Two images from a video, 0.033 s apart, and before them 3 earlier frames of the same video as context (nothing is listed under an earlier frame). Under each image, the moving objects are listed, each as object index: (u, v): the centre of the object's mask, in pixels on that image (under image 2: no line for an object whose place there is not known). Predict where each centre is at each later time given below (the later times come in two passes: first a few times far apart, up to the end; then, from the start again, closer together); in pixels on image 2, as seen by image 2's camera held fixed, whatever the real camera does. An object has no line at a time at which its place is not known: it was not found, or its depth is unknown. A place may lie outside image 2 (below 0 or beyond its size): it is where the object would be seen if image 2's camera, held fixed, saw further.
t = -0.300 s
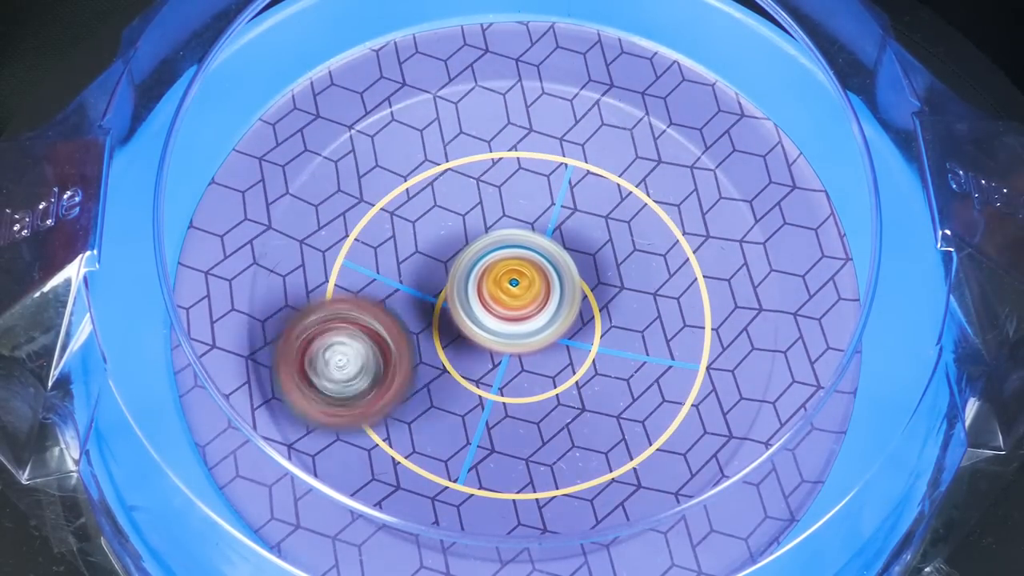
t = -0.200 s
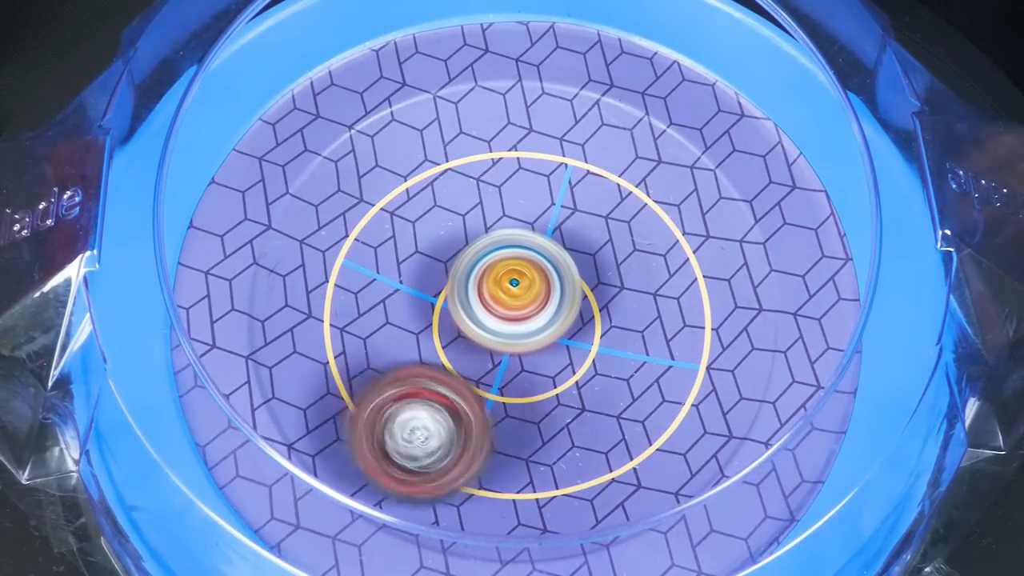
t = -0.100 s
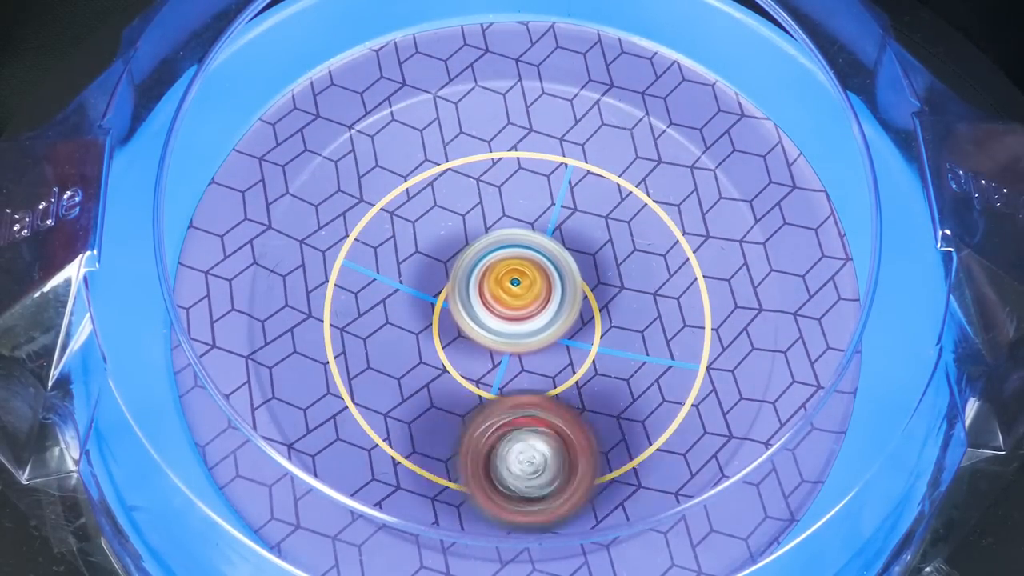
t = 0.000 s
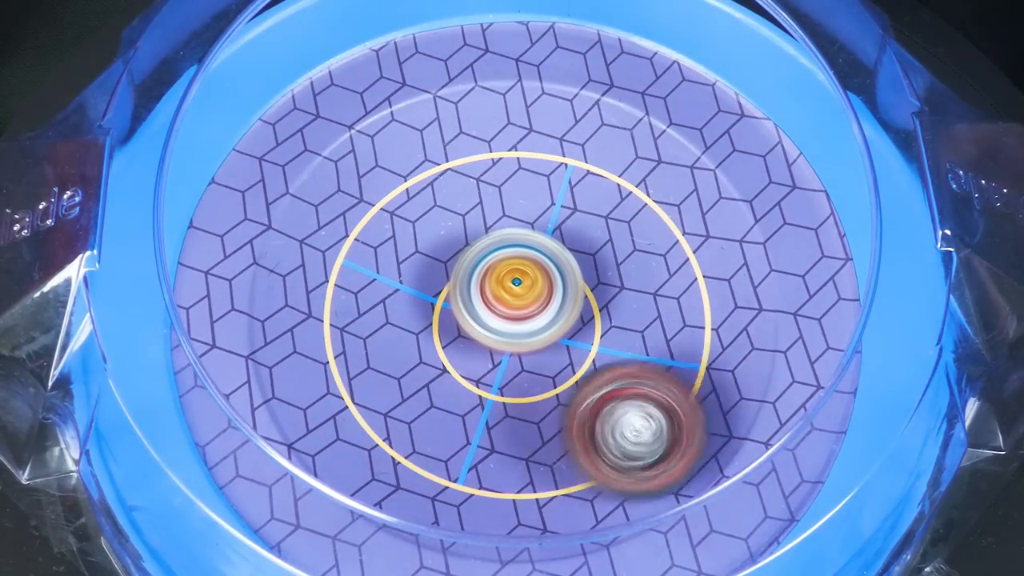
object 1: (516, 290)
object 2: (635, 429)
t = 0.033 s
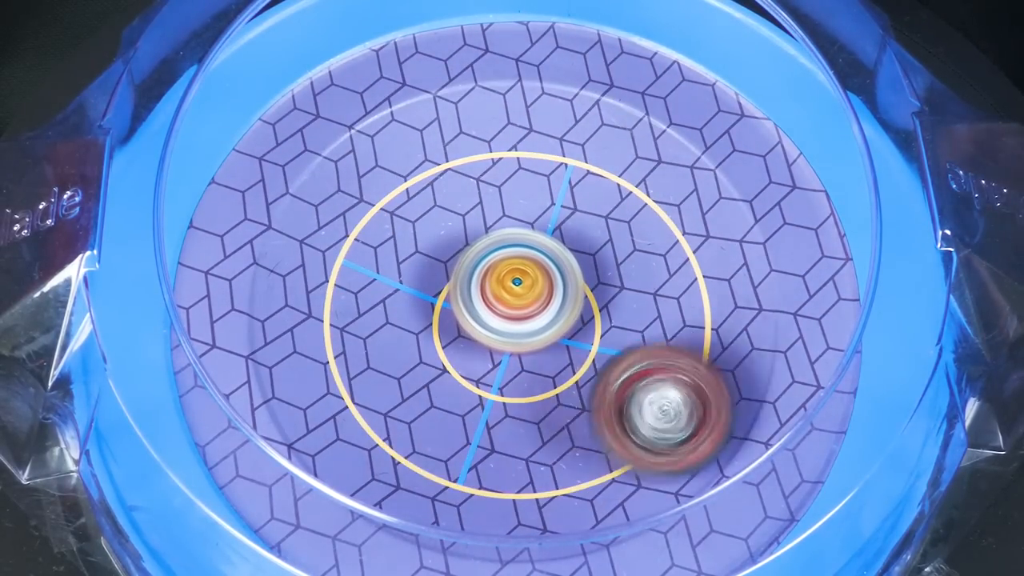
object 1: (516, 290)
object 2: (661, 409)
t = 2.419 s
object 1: (519, 289)
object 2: (551, 410)
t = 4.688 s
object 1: (547, 321)
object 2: (454, 191)
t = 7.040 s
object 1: (539, 221)
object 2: (432, 337)
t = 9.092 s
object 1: (283, 214)
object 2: (563, 382)
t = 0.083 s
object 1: (517, 290)
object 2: (695, 371)
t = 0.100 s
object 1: (517, 290)
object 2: (701, 357)
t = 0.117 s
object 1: (517, 289)
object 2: (708, 343)
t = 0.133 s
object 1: (517, 289)
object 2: (712, 329)
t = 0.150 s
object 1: (517, 289)
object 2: (716, 314)
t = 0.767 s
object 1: (518, 290)
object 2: (388, 210)
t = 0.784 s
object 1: (518, 290)
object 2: (384, 220)
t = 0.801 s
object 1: (518, 290)
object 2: (379, 233)
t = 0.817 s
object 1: (518, 290)
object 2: (376, 245)
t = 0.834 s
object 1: (518, 291)
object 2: (374, 258)
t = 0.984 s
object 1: (520, 290)
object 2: (403, 365)
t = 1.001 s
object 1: (521, 290)
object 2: (411, 376)
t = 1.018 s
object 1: (521, 290)
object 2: (420, 387)
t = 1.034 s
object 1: (523, 289)
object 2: (431, 395)
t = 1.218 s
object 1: (523, 290)
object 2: (576, 419)
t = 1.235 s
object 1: (522, 289)
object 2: (590, 414)
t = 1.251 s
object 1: (522, 289)
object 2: (600, 407)
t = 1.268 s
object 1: (521, 290)
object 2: (613, 401)
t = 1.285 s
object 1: (520, 290)
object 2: (623, 393)
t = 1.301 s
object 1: (520, 291)
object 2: (633, 385)
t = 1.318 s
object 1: (519, 291)
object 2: (640, 377)
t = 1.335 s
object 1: (519, 291)
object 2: (649, 367)
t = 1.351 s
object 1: (519, 291)
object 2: (655, 357)
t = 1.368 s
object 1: (519, 291)
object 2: (659, 346)
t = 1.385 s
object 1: (519, 291)
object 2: (664, 335)
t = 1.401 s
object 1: (519, 291)
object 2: (668, 324)
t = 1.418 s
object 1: (519, 291)
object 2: (669, 312)
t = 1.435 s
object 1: (520, 291)
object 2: (671, 302)
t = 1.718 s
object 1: (519, 291)
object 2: (553, 158)
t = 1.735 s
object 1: (519, 291)
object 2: (540, 155)
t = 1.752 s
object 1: (519, 291)
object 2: (528, 152)
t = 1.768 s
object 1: (519, 291)
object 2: (515, 154)
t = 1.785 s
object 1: (519, 290)
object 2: (504, 153)
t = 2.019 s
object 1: (519, 290)
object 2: (378, 245)
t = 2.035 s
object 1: (519, 291)
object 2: (375, 255)
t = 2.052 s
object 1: (519, 291)
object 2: (371, 267)
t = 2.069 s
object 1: (519, 291)
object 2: (371, 277)
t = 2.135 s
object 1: (519, 290)
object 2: (376, 322)
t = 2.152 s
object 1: (519, 291)
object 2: (380, 333)
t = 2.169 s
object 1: (520, 291)
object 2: (384, 344)
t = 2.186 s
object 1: (520, 291)
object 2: (391, 354)
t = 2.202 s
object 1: (520, 290)
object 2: (398, 362)
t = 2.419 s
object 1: (519, 289)
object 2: (551, 410)
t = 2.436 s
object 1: (519, 289)
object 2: (563, 408)
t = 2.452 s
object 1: (519, 289)
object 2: (575, 403)
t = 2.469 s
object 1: (518, 289)
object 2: (587, 397)
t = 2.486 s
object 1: (519, 290)
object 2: (598, 390)
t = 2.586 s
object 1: (514, 285)
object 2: (652, 345)
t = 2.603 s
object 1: (514, 285)
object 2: (658, 335)
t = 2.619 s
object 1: (514, 285)
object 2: (662, 325)
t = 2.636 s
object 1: (513, 285)
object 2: (665, 315)
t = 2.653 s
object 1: (513, 285)
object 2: (668, 305)
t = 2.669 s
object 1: (513, 285)
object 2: (669, 295)
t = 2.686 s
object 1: (512, 285)
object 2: (669, 285)
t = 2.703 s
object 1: (512, 286)
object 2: (669, 275)
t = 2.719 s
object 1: (512, 286)
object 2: (667, 264)
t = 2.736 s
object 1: (512, 286)
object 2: (664, 255)
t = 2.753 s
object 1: (511, 286)
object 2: (661, 246)
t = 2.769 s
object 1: (511, 287)
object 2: (656, 238)
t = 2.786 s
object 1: (511, 287)
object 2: (650, 230)
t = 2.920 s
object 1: (511, 290)
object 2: (585, 181)
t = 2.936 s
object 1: (509, 294)
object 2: (577, 177)
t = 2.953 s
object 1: (503, 299)
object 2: (572, 168)
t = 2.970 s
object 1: (499, 304)
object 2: (567, 161)
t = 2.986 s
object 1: (496, 308)
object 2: (560, 154)
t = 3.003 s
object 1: (493, 312)
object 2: (553, 149)
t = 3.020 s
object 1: (492, 315)
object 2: (545, 144)
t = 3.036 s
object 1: (491, 317)
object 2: (537, 141)
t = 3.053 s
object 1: (491, 318)
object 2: (530, 138)
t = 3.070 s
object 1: (492, 319)
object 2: (521, 136)
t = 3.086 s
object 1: (493, 320)
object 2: (513, 136)
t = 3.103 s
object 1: (494, 320)
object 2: (506, 136)
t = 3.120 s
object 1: (495, 320)
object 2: (498, 137)
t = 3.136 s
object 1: (497, 320)
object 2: (491, 139)
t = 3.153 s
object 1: (498, 320)
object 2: (484, 142)
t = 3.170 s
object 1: (499, 319)
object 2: (476, 146)
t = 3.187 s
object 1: (501, 319)
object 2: (471, 151)
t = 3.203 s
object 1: (502, 318)
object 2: (464, 156)
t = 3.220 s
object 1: (503, 317)
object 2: (458, 163)
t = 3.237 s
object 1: (505, 316)
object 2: (454, 171)
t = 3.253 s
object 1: (506, 314)
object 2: (450, 177)
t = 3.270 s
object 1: (507, 313)
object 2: (446, 186)
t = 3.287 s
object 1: (509, 312)
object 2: (443, 195)
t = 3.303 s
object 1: (511, 314)
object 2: (440, 200)
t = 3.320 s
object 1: (514, 316)
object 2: (437, 205)
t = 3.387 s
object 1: (524, 322)
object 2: (429, 225)
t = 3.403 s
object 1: (527, 325)
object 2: (427, 228)
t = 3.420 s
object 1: (531, 327)
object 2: (425, 231)
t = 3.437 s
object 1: (534, 328)
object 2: (424, 234)
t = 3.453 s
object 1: (535, 328)
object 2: (423, 238)
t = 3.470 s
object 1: (537, 328)
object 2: (423, 243)
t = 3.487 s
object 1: (539, 327)
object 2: (423, 247)
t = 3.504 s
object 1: (543, 327)
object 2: (423, 250)
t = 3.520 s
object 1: (547, 329)
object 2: (421, 250)
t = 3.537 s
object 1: (551, 330)
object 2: (419, 252)
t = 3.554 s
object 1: (554, 330)
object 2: (418, 255)
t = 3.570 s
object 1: (556, 329)
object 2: (418, 257)
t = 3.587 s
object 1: (558, 328)
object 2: (418, 260)
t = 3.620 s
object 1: (560, 324)
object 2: (423, 266)
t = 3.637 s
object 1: (560, 322)
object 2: (425, 270)
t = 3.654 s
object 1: (561, 320)
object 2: (427, 272)
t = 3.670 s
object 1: (567, 321)
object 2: (424, 270)
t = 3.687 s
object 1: (573, 321)
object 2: (422, 269)
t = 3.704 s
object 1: (577, 321)
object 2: (420, 268)
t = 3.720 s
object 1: (580, 321)
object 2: (418, 269)
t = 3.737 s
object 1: (582, 320)
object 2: (417, 270)
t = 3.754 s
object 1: (583, 319)
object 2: (417, 270)
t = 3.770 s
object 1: (582, 317)
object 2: (418, 271)
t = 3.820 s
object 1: (578, 310)
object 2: (424, 274)
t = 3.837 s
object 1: (576, 308)
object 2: (427, 274)
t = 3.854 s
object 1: (574, 305)
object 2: (431, 276)
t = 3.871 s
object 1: (574, 303)
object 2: (433, 274)
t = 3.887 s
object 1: (582, 304)
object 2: (424, 269)
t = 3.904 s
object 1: (592, 306)
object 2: (414, 263)
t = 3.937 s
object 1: (603, 307)
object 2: (396, 255)
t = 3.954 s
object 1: (606, 306)
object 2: (389, 252)
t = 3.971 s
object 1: (608, 305)
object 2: (384, 250)
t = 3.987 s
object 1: (608, 304)
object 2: (380, 248)
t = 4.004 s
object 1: (607, 302)
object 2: (376, 247)
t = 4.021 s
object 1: (605, 300)
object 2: (374, 246)
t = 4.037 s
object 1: (602, 297)
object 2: (371, 244)
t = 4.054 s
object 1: (599, 295)
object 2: (371, 244)
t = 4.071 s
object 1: (595, 293)
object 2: (371, 243)
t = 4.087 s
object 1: (592, 291)
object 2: (370, 244)
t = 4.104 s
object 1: (588, 290)
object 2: (372, 243)
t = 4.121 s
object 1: (583, 289)
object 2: (373, 243)
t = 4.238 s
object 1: (556, 286)
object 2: (398, 245)
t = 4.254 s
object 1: (553, 287)
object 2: (405, 246)
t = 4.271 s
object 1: (550, 287)
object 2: (410, 245)
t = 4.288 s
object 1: (548, 288)
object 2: (416, 246)
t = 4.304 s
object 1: (551, 291)
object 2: (416, 243)
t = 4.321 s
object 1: (555, 294)
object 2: (414, 240)
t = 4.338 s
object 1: (558, 297)
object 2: (412, 237)
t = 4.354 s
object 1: (560, 299)
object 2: (411, 234)
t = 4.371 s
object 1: (560, 301)
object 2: (411, 232)
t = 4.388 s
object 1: (561, 302)
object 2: (411, 230)
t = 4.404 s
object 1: (561, 303)
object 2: (413, 228)
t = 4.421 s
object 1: (560, 303)
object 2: (414, 226)
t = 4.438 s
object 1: (559, 304)
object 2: (417, 225)
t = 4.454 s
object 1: (557, 304)
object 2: (419, 224)
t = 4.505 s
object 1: (551, 305)
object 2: (429, 222)
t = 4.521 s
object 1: (550, 305)
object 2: (433, 222)
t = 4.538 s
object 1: (547, 305)
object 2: (437, 222)
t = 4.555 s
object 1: (548, 307)
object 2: (442, 218)
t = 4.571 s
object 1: (549, 311)
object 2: (442, 212)
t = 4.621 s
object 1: (549, 318)
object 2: (446, 201)
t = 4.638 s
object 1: (549, 320)
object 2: (447, 198)
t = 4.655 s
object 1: (549, 321)
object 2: (449, 195)
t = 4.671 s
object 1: (548, 321)
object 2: (451, 192)
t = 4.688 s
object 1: (547, 321)
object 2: (454, 191)
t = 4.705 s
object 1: (545, 322)
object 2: (457, 188)
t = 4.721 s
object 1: (544, 322)
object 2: (459, 187)
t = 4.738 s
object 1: (542, 321)
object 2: (463, 185)
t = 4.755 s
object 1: (541, 321)
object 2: (466, 184)
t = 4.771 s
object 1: (539, 321)
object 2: (470, 183)
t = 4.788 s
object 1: (538, 321)
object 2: (473, 182)
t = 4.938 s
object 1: (523, 318)
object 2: (513, 186)
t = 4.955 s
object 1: (522, 317)
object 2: (517, 186)
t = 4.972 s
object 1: (520, 317)
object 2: (522, 188)
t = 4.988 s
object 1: (518, 318)
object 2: (528, 186)
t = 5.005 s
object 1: (516, 322)
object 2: (532, 184)
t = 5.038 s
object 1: (513, 326)
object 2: (540, 179)
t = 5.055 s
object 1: (512, 327)
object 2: (546, 178)
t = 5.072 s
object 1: (510, 328)
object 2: (549, 176)
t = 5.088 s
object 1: (508, 329)
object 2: (554, 176)
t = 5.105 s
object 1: (508, 329)
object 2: (557, 174)
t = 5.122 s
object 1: (507, 330)
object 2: (561, 174)
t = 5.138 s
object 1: (506, 330)
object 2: (563, 173)
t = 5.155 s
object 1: (505, 330)
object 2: (566, 174)
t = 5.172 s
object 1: (504, 330)
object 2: (569, 173)
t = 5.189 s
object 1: (503, 329)
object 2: (572, 175)
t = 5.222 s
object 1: (501, 328)
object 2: (577, 177)
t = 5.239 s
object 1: (500, 328)
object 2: (580, 177)
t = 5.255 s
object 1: (500, 327)
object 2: (582, 180)
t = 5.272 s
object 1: (499, 326)
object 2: (585, 181)
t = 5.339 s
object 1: (496, 323)
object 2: (592, 192)
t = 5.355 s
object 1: (495, 322)
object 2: (592, 195)
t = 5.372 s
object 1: (494, 321)
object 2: (595, 199)
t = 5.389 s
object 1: (493, 320)
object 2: (594, 203)
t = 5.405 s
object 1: (493, 319)
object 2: (596, 208)
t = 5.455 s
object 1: (490, 316)
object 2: (597, 221)
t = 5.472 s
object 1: (490, 314)
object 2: (598, 228)
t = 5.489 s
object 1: (489, 313)
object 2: (597, 232)
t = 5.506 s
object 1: (486, 313)
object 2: (600, 238)
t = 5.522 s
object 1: (484, 313)
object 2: (602, 240)
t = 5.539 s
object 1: (482, 313)
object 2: (604, 244)
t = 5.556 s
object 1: (481, 312)
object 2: (606, 247)
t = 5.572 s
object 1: (480, 312)
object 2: (607, 251)
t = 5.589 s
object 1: (480, 311)
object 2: (608, 254)
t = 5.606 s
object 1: (480, 310)
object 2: (609, 259)
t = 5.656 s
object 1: (479, 308)
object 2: (612, 269)
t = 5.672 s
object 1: (477, 307)
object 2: (615, 273)
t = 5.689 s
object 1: (476, 307)
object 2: (617, 275)
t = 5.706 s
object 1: (476, 306)
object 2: (619, 280)
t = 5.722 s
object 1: (476, 305)
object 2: (621, 282)
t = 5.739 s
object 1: (476, 304)
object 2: (621, 287)
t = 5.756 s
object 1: (476, 303)
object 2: (622, 289)
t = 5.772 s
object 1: (476, 302)
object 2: (622, 294)
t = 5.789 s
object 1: (476, 301)
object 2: (623, 296)
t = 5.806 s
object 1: (476, 300)
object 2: (621, 300)
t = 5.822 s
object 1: (477, 299)
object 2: (621, 302)
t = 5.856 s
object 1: (478, 296)
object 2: (618, 308)
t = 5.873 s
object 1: (478, 295)
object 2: (617, 313)
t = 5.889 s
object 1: (473, 291)
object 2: (622, 319)
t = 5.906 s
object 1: (467, 287)
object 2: (627, 324)
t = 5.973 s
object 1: (455, 277)
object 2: (639, 338)
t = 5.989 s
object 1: (453, 276)
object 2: (641, 341)
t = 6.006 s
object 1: (453, 275)
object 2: (643, 344)
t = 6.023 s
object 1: (452, 274)
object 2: (642, 347)
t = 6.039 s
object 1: (453, 274)
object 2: (643, 350)
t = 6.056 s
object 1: (453, 273)
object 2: (643, 352)
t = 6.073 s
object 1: (454, 272)
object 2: (642, 355)
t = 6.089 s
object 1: (454, 272)
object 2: (640, 357)
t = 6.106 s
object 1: (455, 271)
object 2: (639, 359)
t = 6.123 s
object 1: (456, 271)
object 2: (635, 361)
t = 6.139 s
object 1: (457, 270)
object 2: (633, 362)
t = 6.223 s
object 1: (464, 268)
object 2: (611, 369)
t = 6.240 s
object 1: (465, 267)
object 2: (605, 370)
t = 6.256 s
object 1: (467, 267)
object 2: (601, 371)
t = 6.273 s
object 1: (469, 266)
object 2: (595, 371)
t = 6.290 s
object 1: (471, 266)
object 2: (590, 371)
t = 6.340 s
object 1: (476, 264)
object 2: (570, 370)
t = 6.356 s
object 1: (477, 263)
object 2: (563, 369)
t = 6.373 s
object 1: (479, 262)
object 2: (555, 368)
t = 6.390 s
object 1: (479, 258)
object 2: (550, 370)
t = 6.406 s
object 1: (479, 253)
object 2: (545, 373)
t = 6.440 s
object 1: (480, 247)
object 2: (536, 378)
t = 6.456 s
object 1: (482, 245)
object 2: (531, 379)
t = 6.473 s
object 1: (483, 243)
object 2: (527, 381)
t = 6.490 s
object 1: (484, 242)
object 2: (523, 381)
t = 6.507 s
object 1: (486, 241)
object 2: (518, 382)
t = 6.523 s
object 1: (487, 241)
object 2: (514, 382)
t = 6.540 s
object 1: (489, 241)
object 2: (510, 381)
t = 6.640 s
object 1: (499, 242)
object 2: (487, 371)
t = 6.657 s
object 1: (501, 242)
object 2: (484, 369)
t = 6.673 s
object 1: (504, 240)
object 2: (478, 370)
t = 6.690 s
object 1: (509, 232)
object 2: (473, 376)
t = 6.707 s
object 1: (512, 227)
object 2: (469, 380)
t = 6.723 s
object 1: (516, 222)
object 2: (466, 384)
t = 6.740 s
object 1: (518, 219)
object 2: (461, 386)
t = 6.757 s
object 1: (520, 217)
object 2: (458, 387)
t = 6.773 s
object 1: (522, 215)
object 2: (453, 388)
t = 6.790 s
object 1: (524, 213)
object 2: (450, 388)
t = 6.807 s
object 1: (524, 212)
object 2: (446, 388)
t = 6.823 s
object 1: (526, 211)
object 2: (444, 387)
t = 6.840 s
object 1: (527, 211)
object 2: (442, 386)
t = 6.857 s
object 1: (528, 210)
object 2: (439, 383)
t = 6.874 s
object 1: (529, 210)
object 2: (437, 381)
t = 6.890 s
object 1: (530, 210)
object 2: (434, 378)
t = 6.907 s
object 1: (531, 210)
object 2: (433, 374)
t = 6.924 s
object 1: (532, 211)
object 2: (431, 371)
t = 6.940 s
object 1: (533, 212)
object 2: (430, 367)
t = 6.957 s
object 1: (534, 213)
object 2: (430, 364)
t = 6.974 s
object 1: (535, 214)
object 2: (430, 358)
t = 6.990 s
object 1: (536, 216)
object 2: (430, 353)
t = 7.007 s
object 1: (537, 217)
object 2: (430, 348)
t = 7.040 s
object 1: (539, 221)
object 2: (432, 337)
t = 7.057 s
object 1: (540, 223)
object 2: (434, 332)
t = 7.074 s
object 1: (540, 225)
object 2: (437, 326)
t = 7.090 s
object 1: (542, 227)
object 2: (439, 319)
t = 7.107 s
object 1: (543, 229)
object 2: (441, 313)
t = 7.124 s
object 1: (551, 229)
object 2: (438, 308)
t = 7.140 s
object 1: (562, 228)
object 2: (430, 304)
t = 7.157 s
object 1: (571, 226)
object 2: (423, 300)
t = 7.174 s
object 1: (579, 226)
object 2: (420, 296)
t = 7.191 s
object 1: (585, 226)
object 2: (415, 291)
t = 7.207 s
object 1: (590, 226)
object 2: (412, 286)
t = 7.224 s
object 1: (593, 227)
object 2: (410, 281)
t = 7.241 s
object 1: (596, 228)
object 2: (408, 278)
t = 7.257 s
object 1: (599, 229)
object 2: (407, 273)
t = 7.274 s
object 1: (600, 230)
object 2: (406, 269)
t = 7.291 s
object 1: (601, 231)
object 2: (406, 264)
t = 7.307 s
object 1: (602, 233)
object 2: (407, 261)
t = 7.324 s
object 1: (603, 235)
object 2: (407, 256)
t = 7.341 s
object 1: (603, 237)
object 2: (410, 253)
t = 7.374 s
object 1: (603, 241)
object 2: (413, 246)
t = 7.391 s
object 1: (603, 244)
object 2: (416, 243)
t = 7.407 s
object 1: (602, 246)
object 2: (419, 240)
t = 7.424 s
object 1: (601, 249)
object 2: (424, 237)
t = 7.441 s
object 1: (600, 252)
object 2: (427, 235)
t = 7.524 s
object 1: (592, 268)
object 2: (451, 223)
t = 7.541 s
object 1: (591, 271)
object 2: (457, 220)
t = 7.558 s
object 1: (589, 274)
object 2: (463, 220)
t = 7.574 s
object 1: (588, 278)
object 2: (468, 218)
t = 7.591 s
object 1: (589, 282)
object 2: (472, 215)
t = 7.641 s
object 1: (590, 294)
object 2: (482, 206)
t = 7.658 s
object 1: (589, 299)
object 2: (485, 203)
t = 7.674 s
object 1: (589, 301)
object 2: (490, 201)
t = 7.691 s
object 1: (588, 304)
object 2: (494, 199)
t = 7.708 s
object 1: (587, 308)
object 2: (497, 196)
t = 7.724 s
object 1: (586, 310)
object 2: (503, 195)
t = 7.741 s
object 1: (584, 313)
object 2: (507, 194)
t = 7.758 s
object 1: (583, 316)
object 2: (512, 192)
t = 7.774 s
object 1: (581, 318)
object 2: (516, 192)
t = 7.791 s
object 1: (579, 321)
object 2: (520, 190)
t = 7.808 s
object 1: (577, 323)
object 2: (527, 190)
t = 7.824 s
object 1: (575, 325)
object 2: (530, 189)
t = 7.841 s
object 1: (573, 328)
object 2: (534, 187)
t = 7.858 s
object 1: (571, 330)
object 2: (539, 189)
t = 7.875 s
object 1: (569, 332)
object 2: (543, 188)
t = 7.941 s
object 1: (560, 339)
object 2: (560, 192)
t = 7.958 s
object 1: (559, 341)
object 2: (563, 194)
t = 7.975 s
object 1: (556, 343)
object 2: (567, 195)
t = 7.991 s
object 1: (554, 345)
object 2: (570, 199)
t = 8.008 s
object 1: (552, 346)
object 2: (573, 200)
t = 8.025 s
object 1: (549, 348)
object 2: (577, 204)
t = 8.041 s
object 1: (547, 349)
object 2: (579, 208)
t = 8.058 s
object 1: (544, 350)
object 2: (582, 210)
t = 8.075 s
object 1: (542, 352)
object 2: (585, 216)
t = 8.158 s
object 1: (529, 356)
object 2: (594, 239)
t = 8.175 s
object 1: (527, 357)
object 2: (593, 244)
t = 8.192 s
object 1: (524, 358)
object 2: (594, 249)
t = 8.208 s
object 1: (519, 360)
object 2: (597, 254)
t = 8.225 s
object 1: (514, 363)
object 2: (599, 256)
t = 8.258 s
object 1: (505, 368)
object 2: (604, 262)
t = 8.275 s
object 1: (501, 370)
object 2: (607, 264)
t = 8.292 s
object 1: (497, 370)
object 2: (610, 268)
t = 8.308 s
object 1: (494, 371)
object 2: (610, 272)
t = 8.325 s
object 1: (492, 371)
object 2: (611, 275)
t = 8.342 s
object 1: (489, 371)
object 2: (614, 280)
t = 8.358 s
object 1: (487, 370)
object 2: (613, 284)
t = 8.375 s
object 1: (485, 369)
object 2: (614, 288)
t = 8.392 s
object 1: (483, 368)
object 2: (614, 295)
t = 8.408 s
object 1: (481, 367)
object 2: (614, 298)
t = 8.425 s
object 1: (479, 365)
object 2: (614, 302)
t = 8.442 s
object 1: (477, 363)
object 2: (611, 309)
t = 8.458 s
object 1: (476, 361)
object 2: (610, 312)
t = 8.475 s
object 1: (474, 359)
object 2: (609, 316)
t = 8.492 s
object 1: (473, 357)
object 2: (605, 320)
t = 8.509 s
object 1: (469, 355)
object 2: (605, 324)
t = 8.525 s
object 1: (461, 352)
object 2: (610, 328)
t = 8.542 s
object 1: (453, 349)
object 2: (611, 331)
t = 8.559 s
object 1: (442, 346)
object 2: (611, 333)
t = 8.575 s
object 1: (434, 343)
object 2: (611, 336)
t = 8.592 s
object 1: (424, 339)
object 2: (609, 339)
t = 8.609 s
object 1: (417, 336)
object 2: (608, 341)
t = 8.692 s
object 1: (382, 321)
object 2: (591, 354)
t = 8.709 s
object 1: (375, 317)
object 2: (586, 357)
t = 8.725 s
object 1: (369, 316)
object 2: (579, 357)
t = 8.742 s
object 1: (365, 313)
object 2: (575, 358)
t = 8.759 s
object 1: (360, 311)
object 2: (569, 359)
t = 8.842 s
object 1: (344, 304)
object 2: (539, 359)
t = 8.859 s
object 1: (343, 302)
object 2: (532, 359)
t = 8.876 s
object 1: (342, 302)
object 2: (527, 358)
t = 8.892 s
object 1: (343, 301)
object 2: (521, 357)
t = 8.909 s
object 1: (344, 300)
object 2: (514, 356)
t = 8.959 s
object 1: (350, 298)
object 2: (497, 351)
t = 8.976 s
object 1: (353, 297)
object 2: (493, 349)
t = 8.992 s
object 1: (356, 296)
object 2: (489, 348)
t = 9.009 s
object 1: (347, 285)
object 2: (497, 354)
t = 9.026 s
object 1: (331, 269)
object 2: (512, 363)
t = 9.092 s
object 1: (283, 214)
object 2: (563, 382)
